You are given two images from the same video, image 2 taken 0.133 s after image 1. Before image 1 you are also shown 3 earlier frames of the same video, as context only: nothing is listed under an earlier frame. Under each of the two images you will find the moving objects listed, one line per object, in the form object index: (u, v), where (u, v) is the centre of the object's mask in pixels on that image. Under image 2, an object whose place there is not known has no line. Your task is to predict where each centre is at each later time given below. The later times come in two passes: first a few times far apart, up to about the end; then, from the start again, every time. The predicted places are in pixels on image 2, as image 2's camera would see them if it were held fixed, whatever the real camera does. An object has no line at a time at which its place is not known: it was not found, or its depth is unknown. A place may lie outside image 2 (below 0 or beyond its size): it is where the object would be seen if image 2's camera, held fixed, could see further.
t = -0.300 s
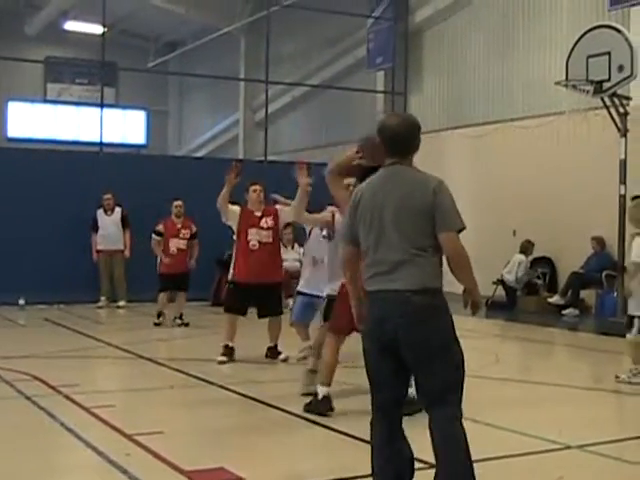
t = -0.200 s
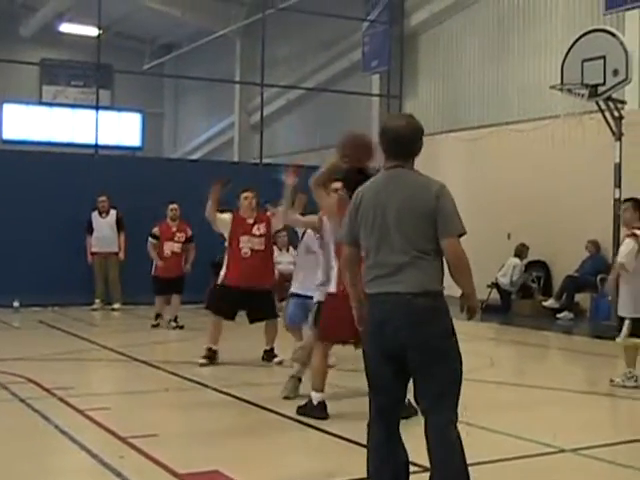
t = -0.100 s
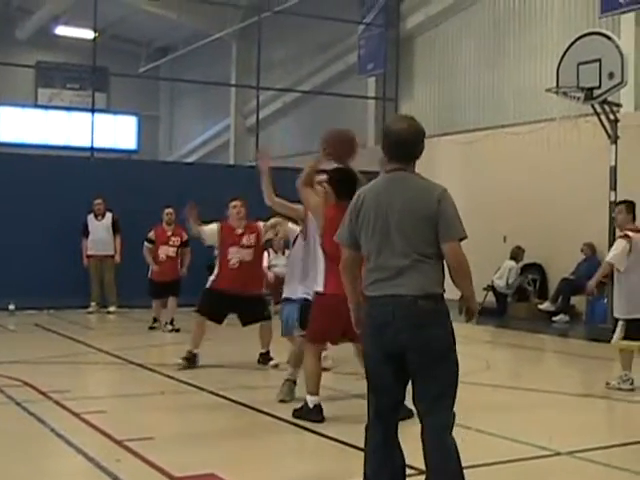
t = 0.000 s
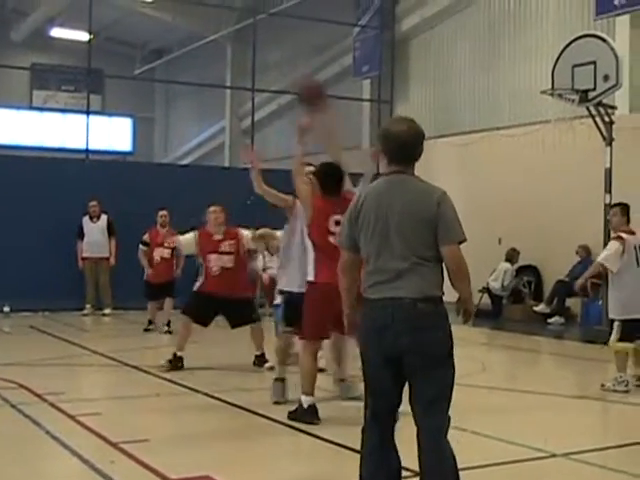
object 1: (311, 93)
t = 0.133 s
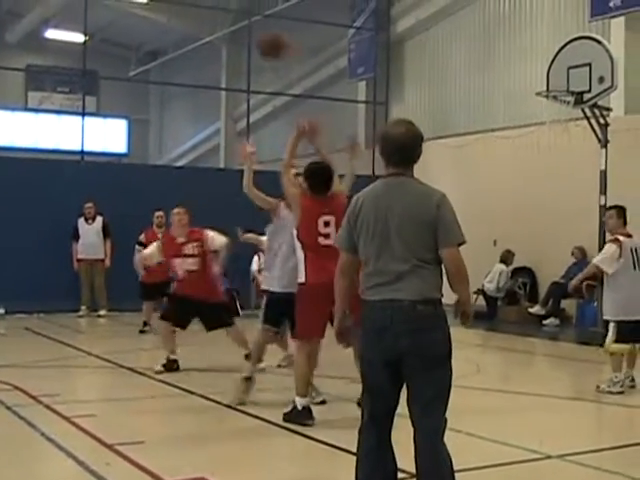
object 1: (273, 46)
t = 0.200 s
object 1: (260, 35)
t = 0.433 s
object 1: (215, 28)
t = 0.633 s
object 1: (187, 67)
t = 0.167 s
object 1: (266, 40)
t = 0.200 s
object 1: (260, 35)
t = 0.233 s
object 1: (251, 25)
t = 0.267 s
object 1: (244, 23)
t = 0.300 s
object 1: (239, 22)
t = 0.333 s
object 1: (232, 22)
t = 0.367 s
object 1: (226, 22)
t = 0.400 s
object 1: (221, 23)
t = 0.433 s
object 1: (215, 28)
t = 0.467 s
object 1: (210, 33)
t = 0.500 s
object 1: (207, 35)
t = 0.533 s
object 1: (200, 42)
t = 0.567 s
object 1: (196, 49)
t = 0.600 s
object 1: (191, 59)
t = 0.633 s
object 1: (187, 67)
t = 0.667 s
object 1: (183, 76)
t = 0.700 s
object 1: (179, 85)
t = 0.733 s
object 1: (174, 96)
